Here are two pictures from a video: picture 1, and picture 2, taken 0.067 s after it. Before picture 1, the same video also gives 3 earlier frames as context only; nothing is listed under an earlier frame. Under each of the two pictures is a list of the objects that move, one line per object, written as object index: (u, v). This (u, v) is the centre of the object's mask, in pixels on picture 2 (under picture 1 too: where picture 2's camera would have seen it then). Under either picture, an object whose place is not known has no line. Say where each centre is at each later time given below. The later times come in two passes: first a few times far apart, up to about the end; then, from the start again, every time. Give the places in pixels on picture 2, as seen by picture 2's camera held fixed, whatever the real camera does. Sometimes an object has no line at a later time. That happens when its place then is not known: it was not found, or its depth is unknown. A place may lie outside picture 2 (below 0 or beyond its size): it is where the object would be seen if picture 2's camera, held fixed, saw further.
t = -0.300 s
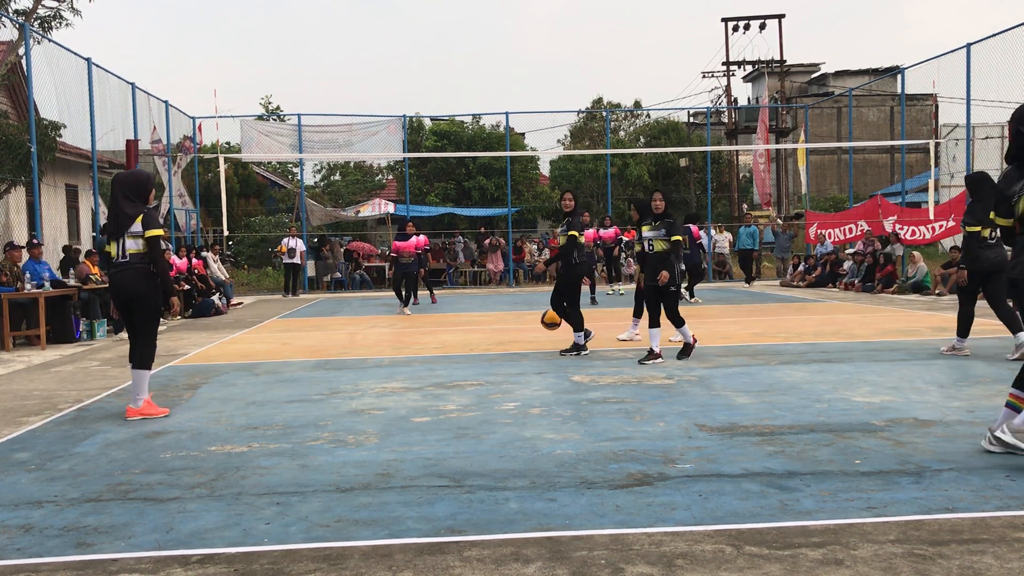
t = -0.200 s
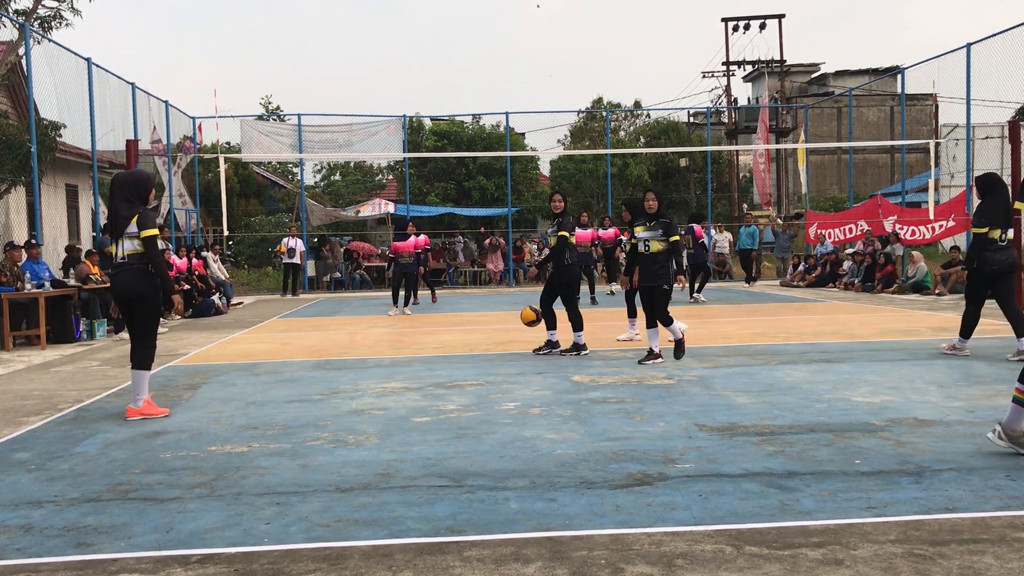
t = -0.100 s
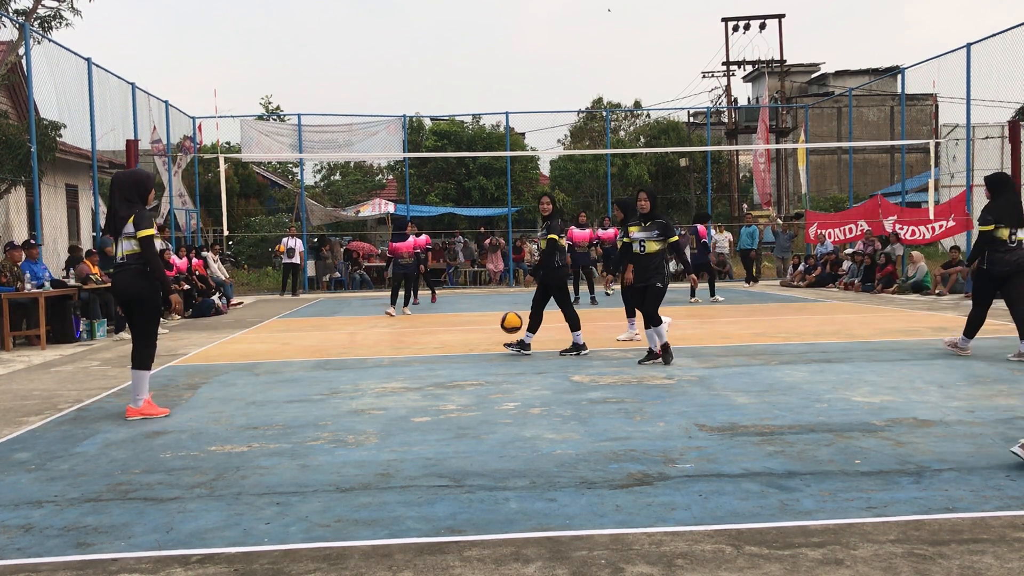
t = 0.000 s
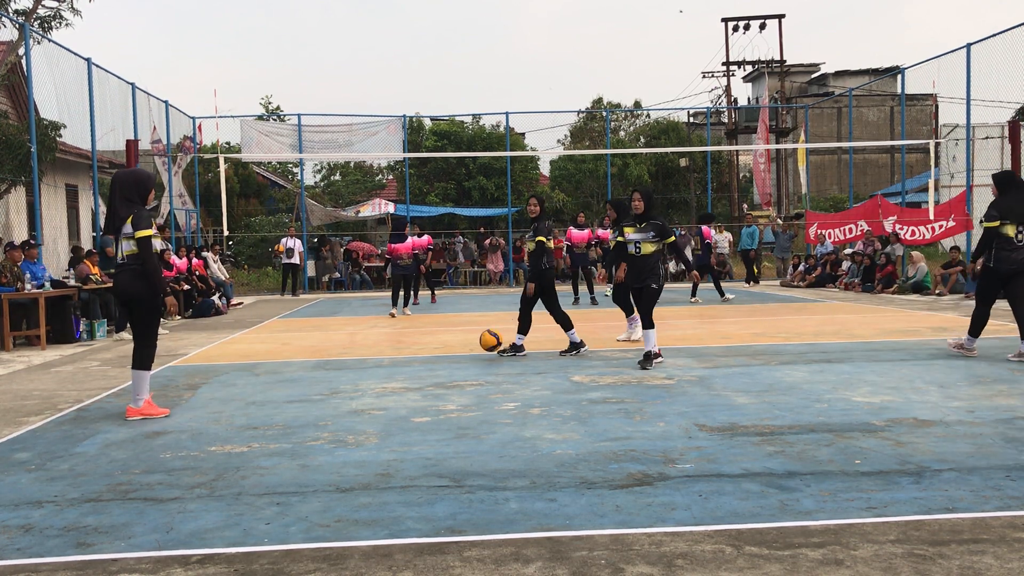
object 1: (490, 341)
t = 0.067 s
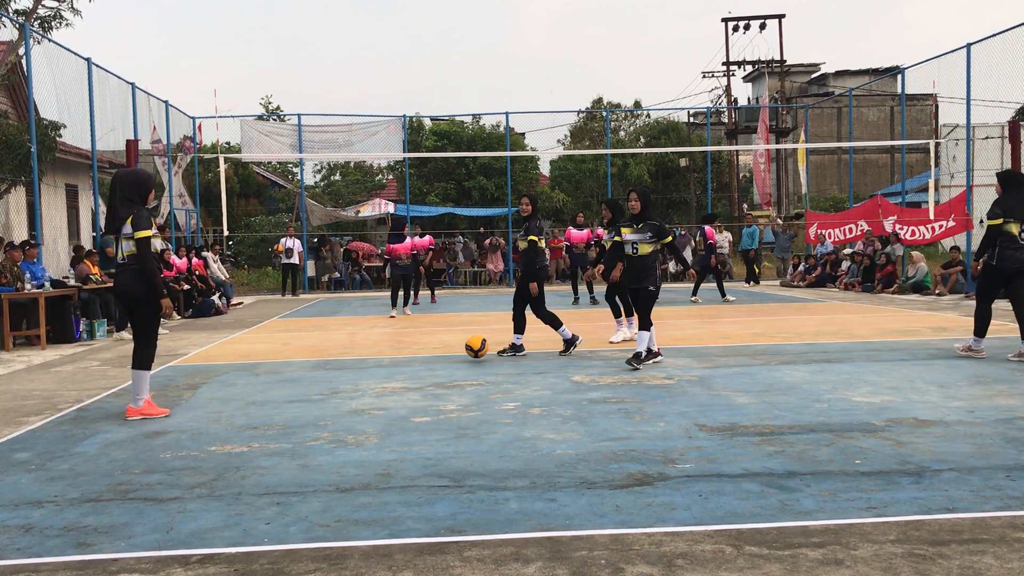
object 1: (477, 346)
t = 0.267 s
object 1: (430, 335)
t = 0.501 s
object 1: (373, 357)
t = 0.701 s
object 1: (319, 354)
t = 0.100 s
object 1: (469, 342)
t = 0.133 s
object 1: (461, 338)
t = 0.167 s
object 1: (453, 335)
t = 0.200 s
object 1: (446, 334)
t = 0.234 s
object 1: (438, 334)
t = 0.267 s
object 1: (430, 335)
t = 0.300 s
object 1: (422, 336)
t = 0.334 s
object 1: (414, 340)
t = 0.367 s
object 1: (406, 345)
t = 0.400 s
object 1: (398, 351)
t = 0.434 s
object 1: (390, 358)
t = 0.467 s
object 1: (382, 362)
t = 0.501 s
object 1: (373, 357)
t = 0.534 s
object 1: (364, 353)
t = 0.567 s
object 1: (356, 351)
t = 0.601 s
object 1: (347, 349)
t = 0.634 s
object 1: (338, 350)
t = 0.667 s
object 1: (329, 351)
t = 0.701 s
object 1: (319, 354)
